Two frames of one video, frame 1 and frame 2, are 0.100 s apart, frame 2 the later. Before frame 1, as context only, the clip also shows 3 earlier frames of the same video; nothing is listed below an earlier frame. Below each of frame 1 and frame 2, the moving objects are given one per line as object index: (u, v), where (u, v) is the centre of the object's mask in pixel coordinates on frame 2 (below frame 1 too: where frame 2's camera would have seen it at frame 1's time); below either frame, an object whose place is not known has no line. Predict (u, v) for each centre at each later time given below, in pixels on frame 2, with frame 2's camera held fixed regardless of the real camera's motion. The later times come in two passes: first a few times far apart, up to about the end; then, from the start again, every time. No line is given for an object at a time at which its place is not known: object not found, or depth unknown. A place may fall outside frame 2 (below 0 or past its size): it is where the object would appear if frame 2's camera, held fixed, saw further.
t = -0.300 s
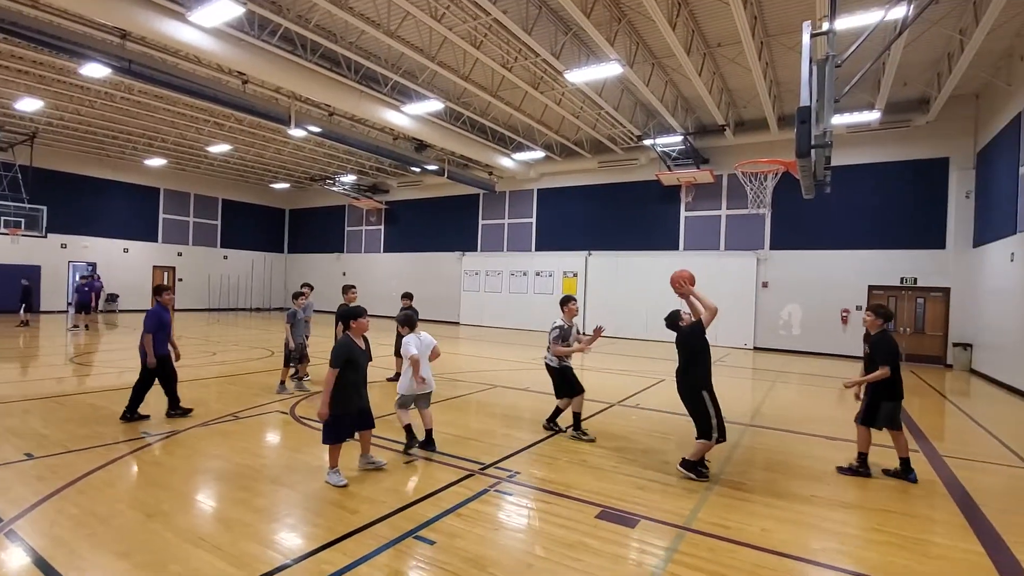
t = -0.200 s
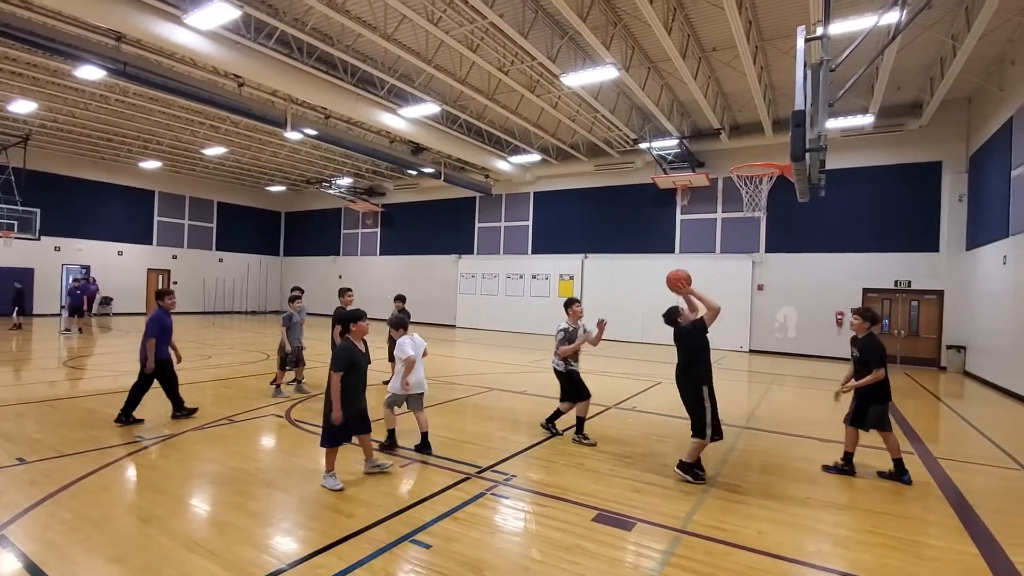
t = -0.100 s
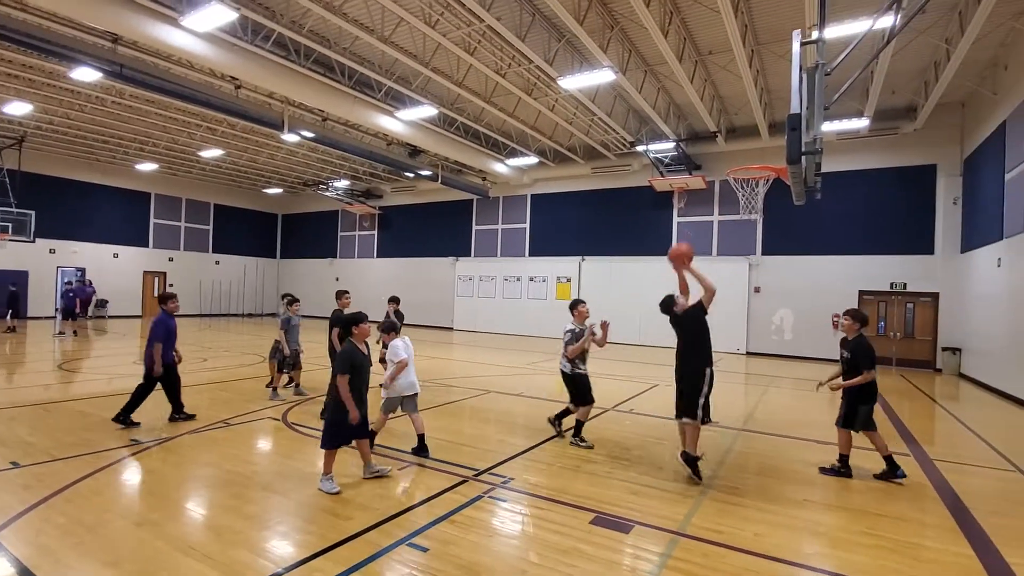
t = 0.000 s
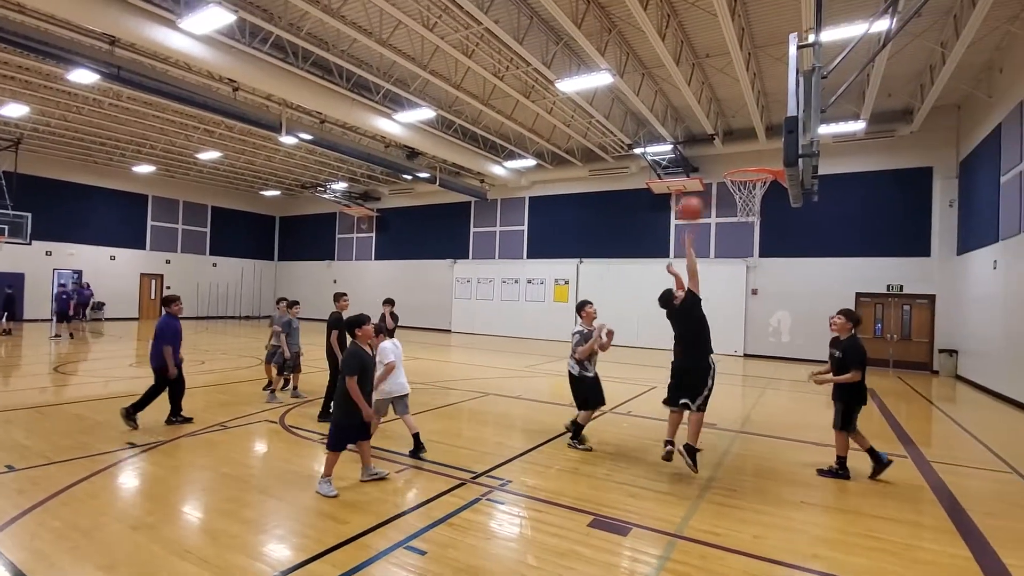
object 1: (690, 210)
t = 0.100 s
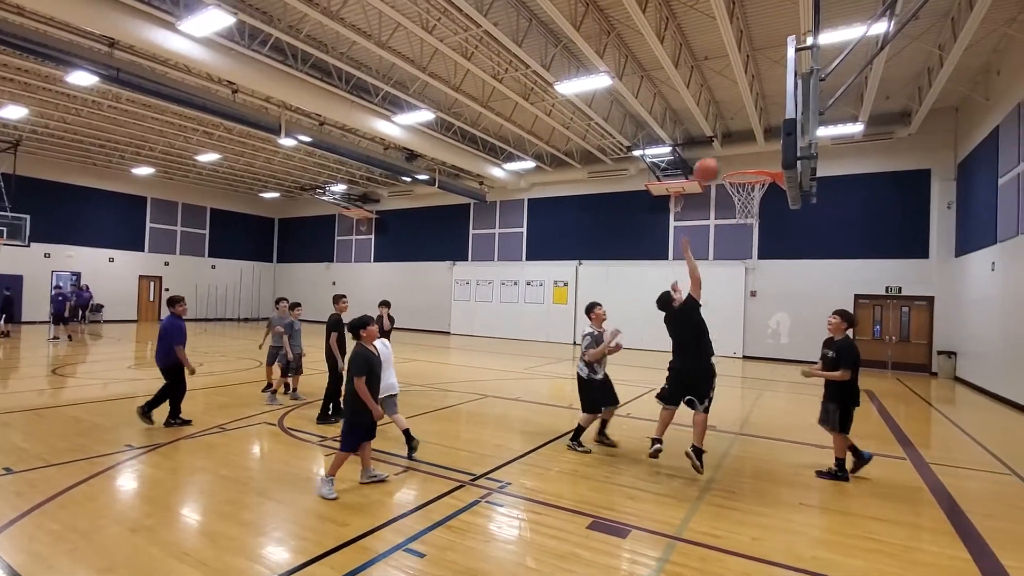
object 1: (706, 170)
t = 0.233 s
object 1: (729, 130)
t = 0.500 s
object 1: (772, 109)
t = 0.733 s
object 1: (759, 143)
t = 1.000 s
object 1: (730, 160)
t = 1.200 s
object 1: (708, 179)
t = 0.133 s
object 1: (712, 159)
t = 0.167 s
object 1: (718, 148)
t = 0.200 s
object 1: (723, 139)
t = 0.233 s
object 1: (729, 130)
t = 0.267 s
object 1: (734, 125)
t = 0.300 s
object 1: (739, 120)
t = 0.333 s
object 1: (745, 114)
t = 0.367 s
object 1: (750, 111)
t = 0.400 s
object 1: (756, 109)
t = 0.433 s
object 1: (761, 108)
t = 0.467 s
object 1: (766, 107)
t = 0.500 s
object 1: (772, 109)
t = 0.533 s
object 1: (774, 111)
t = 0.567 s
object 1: (775, 113)
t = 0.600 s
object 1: (773, 118)
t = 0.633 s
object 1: (770, 122)
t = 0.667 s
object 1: (766, 128)
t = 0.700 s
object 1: (763, 134)
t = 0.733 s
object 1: (759, 143)
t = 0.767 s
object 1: (755, 151)
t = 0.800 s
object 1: (751, 159)
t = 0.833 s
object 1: (747, 170)
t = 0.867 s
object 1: (744, 164)
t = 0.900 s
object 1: (741, 162)
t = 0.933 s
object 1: (737, 161)
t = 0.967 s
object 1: (733, 160)
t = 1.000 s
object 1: (730, 160)
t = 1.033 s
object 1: (726, 161)
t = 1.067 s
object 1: (723, 162)
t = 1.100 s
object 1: (719, 165)
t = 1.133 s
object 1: (716, 168)
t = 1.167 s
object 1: (712, 173)
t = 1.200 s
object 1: (708, 179)
